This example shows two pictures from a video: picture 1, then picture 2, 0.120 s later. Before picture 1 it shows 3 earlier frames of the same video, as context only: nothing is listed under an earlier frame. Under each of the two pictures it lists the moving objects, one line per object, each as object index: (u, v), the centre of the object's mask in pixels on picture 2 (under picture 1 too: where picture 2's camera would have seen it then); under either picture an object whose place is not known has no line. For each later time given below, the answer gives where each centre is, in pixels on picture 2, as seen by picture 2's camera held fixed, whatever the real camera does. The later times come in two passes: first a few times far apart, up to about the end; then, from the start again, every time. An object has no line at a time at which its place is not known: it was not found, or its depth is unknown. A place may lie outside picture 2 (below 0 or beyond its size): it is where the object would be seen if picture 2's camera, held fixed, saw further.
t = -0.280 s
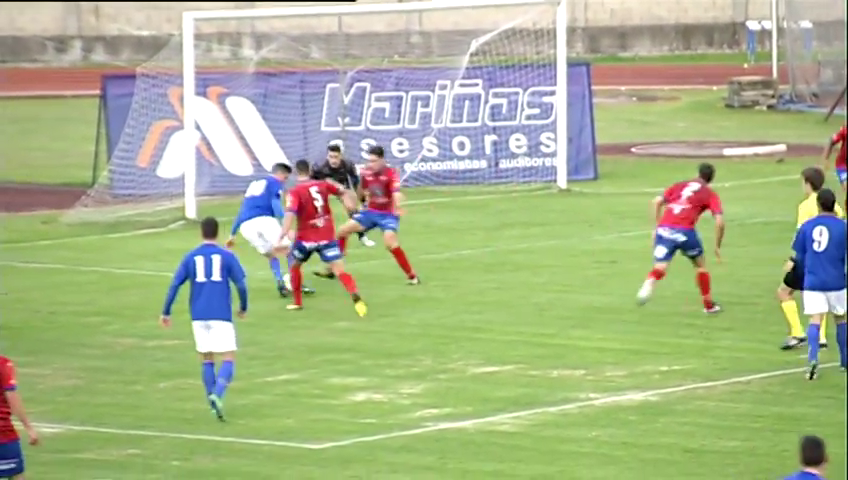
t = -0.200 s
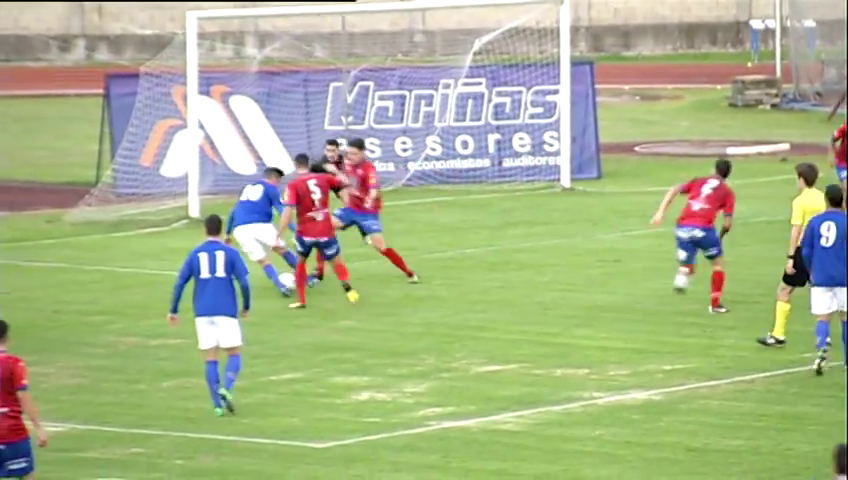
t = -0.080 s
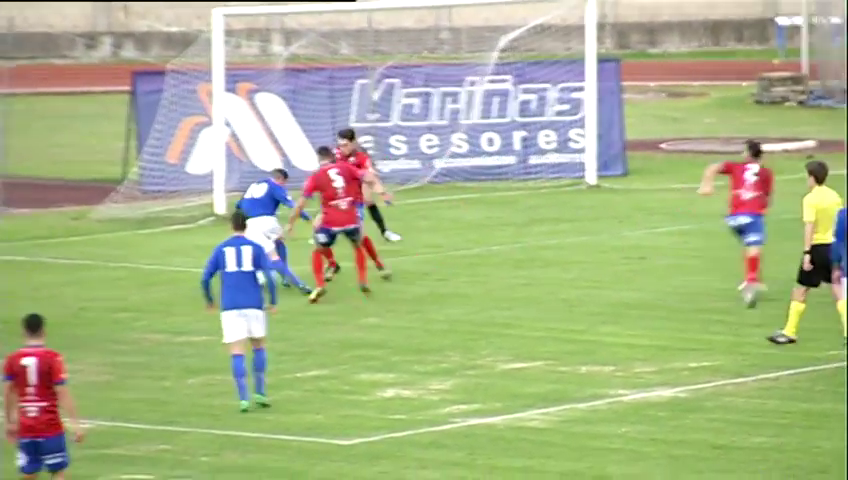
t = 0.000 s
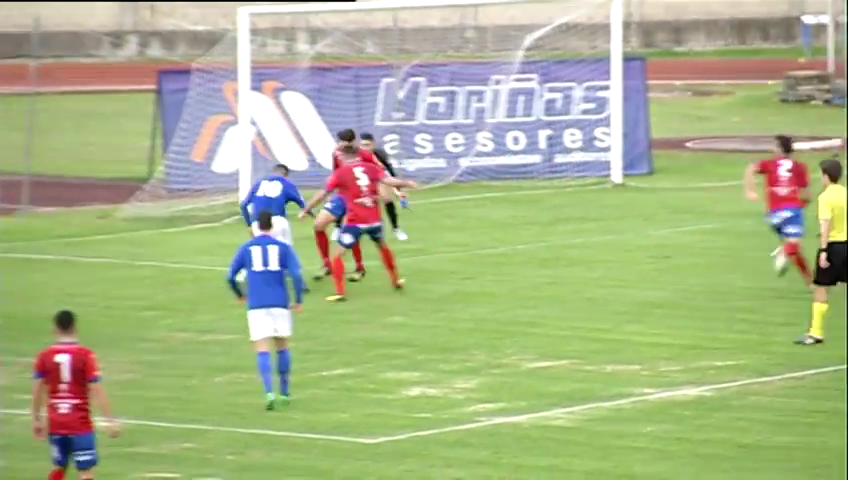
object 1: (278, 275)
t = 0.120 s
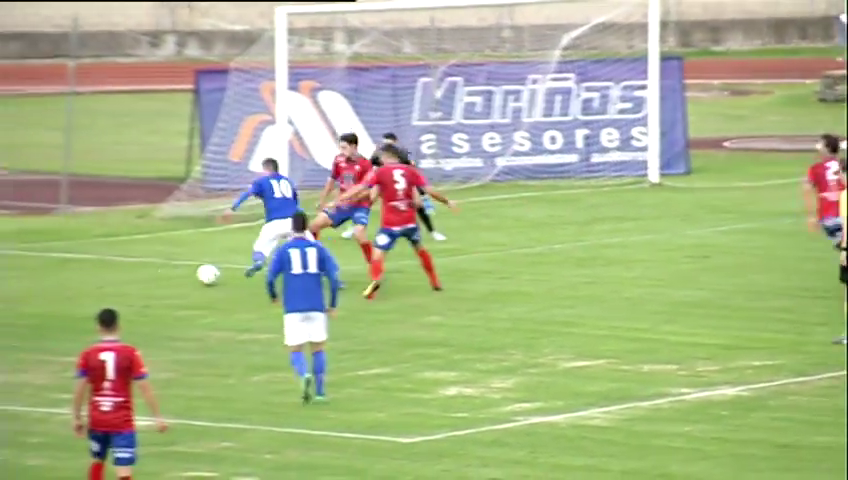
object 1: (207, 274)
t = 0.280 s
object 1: (128, 275)
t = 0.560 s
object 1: (9, 272)
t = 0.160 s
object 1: (187, 274)
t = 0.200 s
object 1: (166, 276)
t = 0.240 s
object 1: (147, 275)
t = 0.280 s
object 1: (128, 275)
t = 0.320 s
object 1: (111, 275)
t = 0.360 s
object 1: (94, 274)
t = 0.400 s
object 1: (77, 273)
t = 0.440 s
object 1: (59, 274)
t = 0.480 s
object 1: (43, 276)
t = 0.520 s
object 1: (26, 274)
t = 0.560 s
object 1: (9, 272)
